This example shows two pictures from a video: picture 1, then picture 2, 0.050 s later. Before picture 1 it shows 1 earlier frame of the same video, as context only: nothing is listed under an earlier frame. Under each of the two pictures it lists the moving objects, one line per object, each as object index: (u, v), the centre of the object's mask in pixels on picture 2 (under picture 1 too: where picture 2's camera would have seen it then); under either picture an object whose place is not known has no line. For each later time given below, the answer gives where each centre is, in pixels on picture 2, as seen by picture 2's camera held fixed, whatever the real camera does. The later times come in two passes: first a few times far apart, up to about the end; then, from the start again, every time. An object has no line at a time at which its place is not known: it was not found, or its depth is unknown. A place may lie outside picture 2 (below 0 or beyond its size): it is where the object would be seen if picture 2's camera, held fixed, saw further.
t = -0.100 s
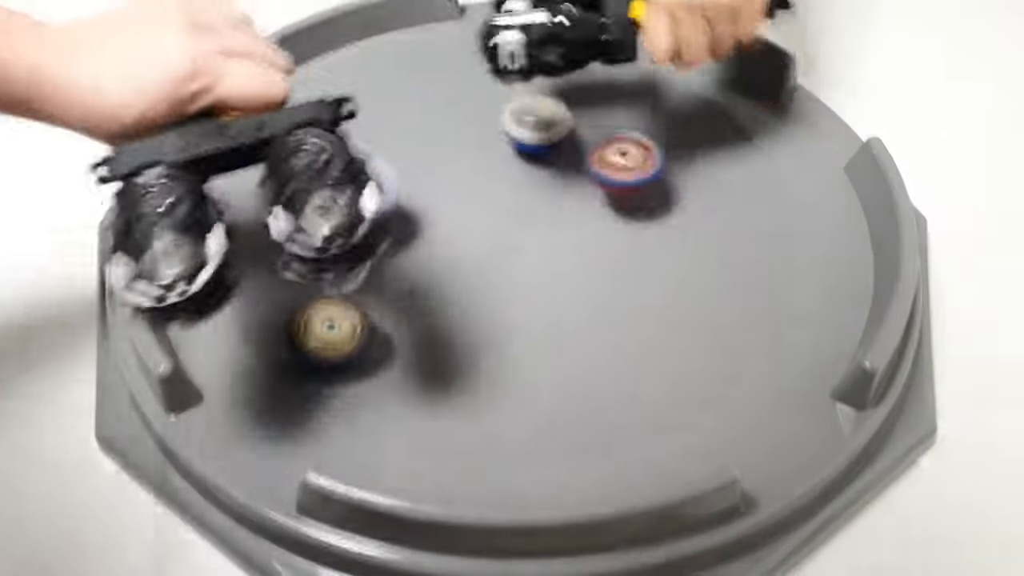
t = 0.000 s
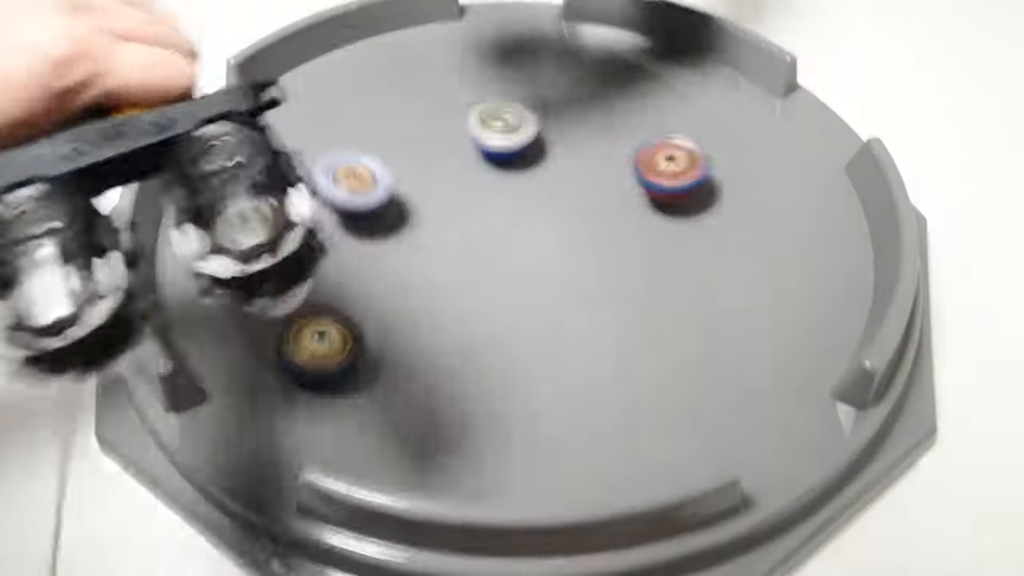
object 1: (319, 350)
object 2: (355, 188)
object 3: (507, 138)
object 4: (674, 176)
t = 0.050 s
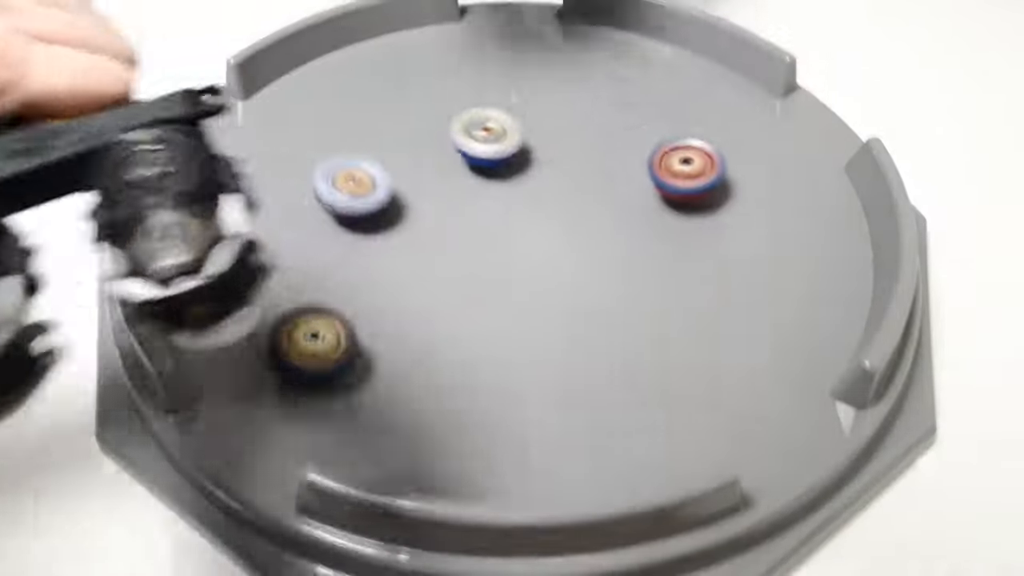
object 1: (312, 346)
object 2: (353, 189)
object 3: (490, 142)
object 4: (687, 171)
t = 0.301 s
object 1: (302, 308)
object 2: (326, 198)
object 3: (450, 182)
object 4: (666, 145)
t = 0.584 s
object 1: (430, 312)
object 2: (257, 188)
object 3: (497, 157)
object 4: (589, 167)
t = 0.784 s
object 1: (552, 346)
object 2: (346, 162)
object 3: (501, 145)
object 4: (551, 200)
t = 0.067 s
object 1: (311, 347)
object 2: (353, 187)
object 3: (486, 145)
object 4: (691, 173)
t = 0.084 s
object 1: (309, 346)
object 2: (353, 187)
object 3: (482, 147)
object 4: (695, 168)
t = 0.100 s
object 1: (308, 345)
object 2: (353, 188)
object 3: (477, 152)
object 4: (699, 166)
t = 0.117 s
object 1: (307, 344)
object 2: (353, 187)
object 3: (472, 156)
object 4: (700, 166)
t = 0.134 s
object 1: (305, 341)
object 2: (354, 185)
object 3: (468, 159)
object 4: (701, 163)
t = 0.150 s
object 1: (304, 339)
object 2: (355, 183)
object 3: (463, 163)
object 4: (700, 159)
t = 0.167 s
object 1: (303, 336)
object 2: (356, 182)
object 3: (457, 167)
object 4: (699, 158)
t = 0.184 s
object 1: (302, 333)
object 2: (357, 182)
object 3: (451, 171)
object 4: (696, 156)
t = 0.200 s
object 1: (302, 331)
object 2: (358, 182)
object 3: (446, 174)
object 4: (693, 154)
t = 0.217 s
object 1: (301, 327)
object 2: (358, 182)
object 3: (441, 177)
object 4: (690, 152)
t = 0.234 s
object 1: (301, 323)
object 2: (352, 183)
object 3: (442, 178)
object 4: (685, 149)
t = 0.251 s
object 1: (301, 320)
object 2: (346, 187)
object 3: (444, 180)
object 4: (680, 147)
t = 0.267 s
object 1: (301, 317)
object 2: (339, 190)
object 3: (446, 181)
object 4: (675, 146)
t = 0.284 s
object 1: (302, 312)
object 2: (333, 195)
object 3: (448, 182)
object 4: (671, 145)
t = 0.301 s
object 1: (302, 308)
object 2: (326, 198)
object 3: (450, 182)
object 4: (666, 145)
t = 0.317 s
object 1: (304, 305)
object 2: (321, 203)
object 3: (453, 181)
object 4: (660, 145)
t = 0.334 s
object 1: (306, 301)
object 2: (316, 208)
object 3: (455, 181)
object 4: (654, 144)
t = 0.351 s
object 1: (308, 297)
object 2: (311, 213)
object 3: (457, 179)
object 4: (649, 143)
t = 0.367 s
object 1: (311, 293)
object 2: (305, 217)
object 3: (460, 178)
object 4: (644, 144)
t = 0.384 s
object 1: (314, 289)
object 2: (299, 221)
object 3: (464, 176)
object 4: (639, 145)
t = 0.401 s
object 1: (318, 286)
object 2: (293, 224)
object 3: (467, 174)
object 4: (634, 146)
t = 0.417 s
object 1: (325, 285)
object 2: (287, 225)
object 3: (471, 172)
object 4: (629, 147)
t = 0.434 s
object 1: (335, 288)
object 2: (280, 223)
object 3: (475, 170)
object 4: (624, 148)
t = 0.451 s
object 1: (345, 291)
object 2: (273, 219)
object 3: (479, 167)
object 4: (619, 149)
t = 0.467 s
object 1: (356, 294)
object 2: (267, 215)
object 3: (482, 165)
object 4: (615, 151)
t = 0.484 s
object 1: (365, 296)
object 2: (262, 212)
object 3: (485, 164)
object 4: (610, 153)
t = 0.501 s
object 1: (377, 300)
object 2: (258, 208)
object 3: (488, 162)
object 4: (606, 155)
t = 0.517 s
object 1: (387, 302)
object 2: (256, 204)
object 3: (490, 161)
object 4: (602, 157)
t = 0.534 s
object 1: (398, 305)
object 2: (254, 199)
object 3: (492, 159)
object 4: (598, 159)
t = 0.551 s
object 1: (409, 307)
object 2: (254, 194)
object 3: (494, 158)
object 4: (595, 162)
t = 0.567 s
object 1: (419, 309)
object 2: (255, 190)
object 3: (496, 157)
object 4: (592, 164)
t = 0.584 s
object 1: (430, 312)
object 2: (257, 188)
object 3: (497, 157)
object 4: (589, 167)
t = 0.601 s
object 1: (440, 314)
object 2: (260, 184)
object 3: (498, 156)
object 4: (585, 170)
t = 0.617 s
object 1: (452, 318)
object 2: (264, 179)
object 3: (499, 156)
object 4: (581, 172)
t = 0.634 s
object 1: (462, 321)
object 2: (268, 176)
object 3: (499, 155)
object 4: (579, 175)
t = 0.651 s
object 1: (472, 323)
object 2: (274, 172)
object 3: (499, 155)
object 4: (575, 178)
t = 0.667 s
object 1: (484, 327)
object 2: (281, 170)
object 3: (498, 155)
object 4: (573, 181)
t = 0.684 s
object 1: (494, 329)
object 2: (288, 167)
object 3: (497, 154)
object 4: (569, 184)
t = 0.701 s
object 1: (505, 333)
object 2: (297, 165)
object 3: (496, 153)
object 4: (567, 187)
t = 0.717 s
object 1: (514, 335)
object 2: (306, 163)
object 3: (496, 152)
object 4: (564, 189)
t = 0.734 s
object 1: (523, 337)
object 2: (316, 162)
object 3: (497, 150)
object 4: (561, 192)
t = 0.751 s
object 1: (533, 341)
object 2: (326, 162)
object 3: (498, 148)
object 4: (558, 196)
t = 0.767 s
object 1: (543, 344)
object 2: (336, 162)
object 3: (499, 146)
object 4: (554, 198)
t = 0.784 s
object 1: (552, 346)
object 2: (346, 162)
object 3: (501, 145)
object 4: (551, 200)
